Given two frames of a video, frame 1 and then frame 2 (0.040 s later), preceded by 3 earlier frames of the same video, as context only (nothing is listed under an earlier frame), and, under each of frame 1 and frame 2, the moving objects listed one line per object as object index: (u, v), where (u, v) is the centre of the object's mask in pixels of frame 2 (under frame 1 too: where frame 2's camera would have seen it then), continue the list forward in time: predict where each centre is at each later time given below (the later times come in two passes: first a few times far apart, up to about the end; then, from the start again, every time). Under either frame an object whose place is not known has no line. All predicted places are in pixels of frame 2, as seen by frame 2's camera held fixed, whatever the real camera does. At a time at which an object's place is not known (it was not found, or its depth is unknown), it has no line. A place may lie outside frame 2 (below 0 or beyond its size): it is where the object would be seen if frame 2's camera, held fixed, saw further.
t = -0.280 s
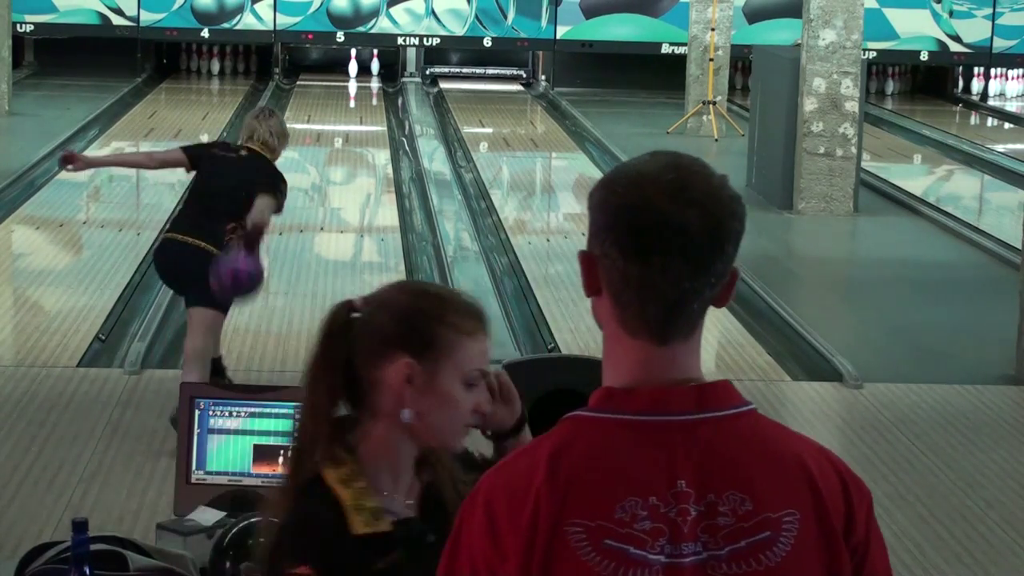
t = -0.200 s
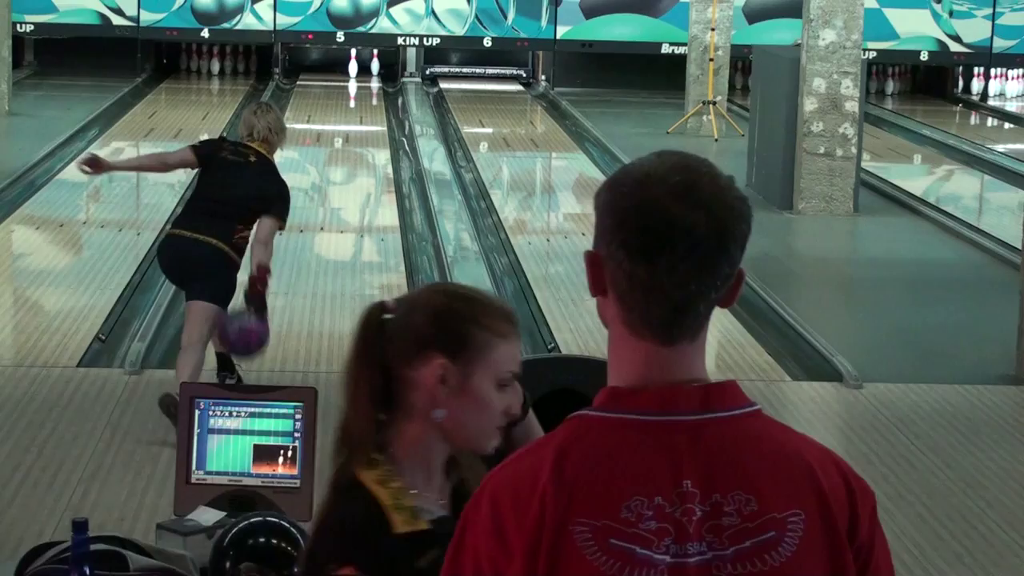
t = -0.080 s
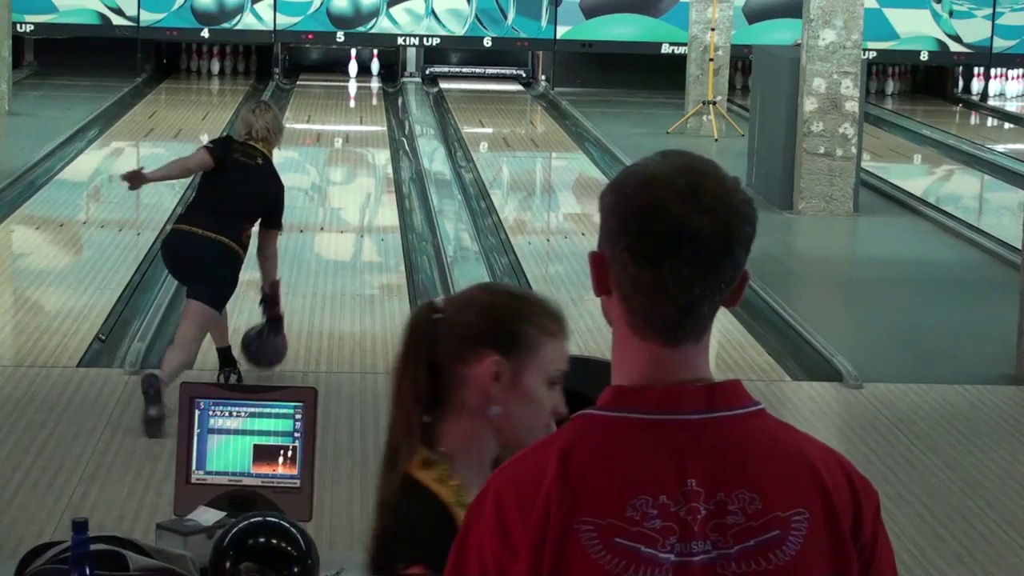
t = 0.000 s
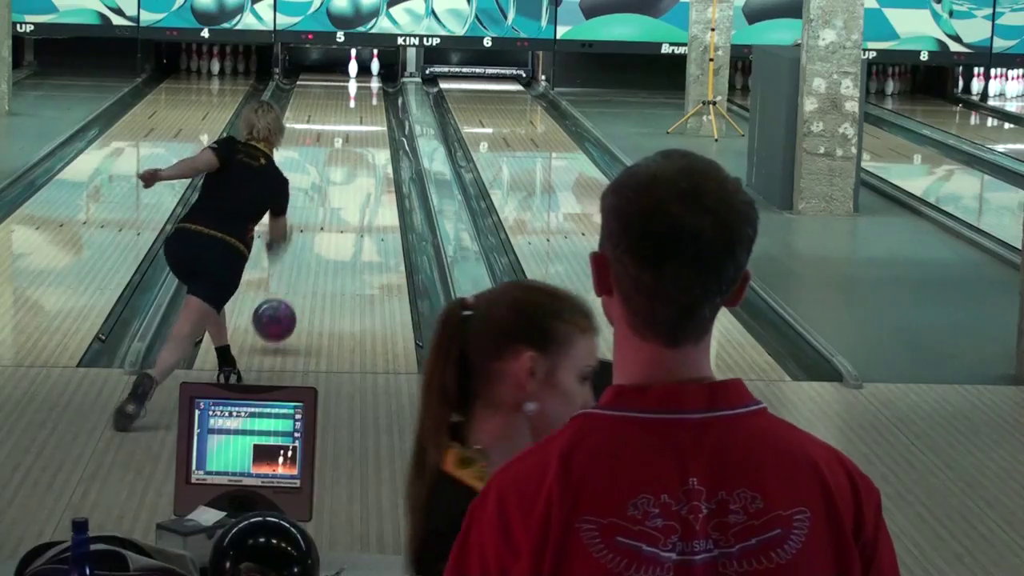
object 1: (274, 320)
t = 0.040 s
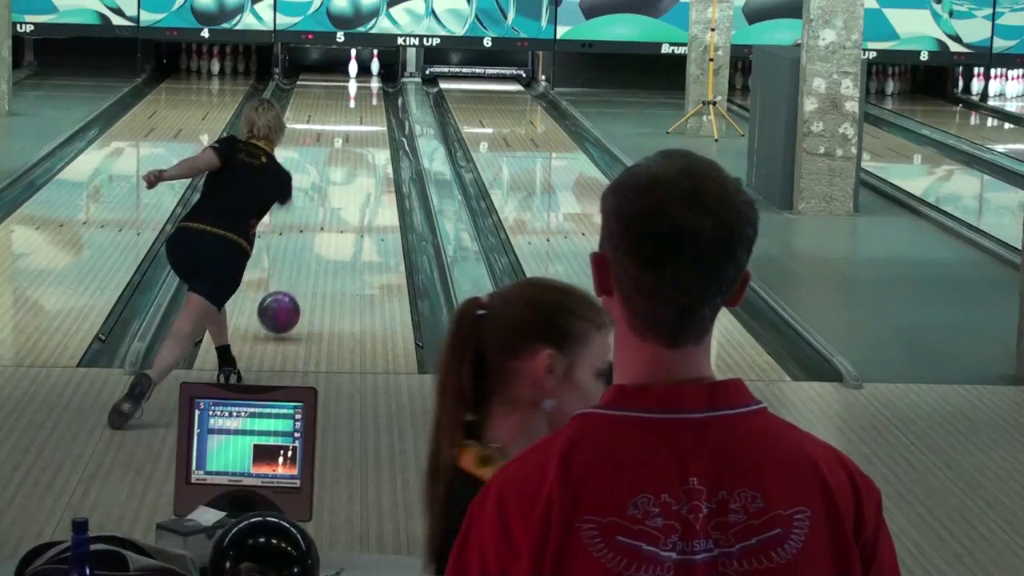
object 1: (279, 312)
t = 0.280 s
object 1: (301, 259)
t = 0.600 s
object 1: (322, 204)
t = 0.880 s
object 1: (335, 168)
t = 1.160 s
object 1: (345, 140)
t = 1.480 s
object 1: (353, 115)
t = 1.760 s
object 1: (358, 98)
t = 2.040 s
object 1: (359, 85)
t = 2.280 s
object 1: (360, 74)
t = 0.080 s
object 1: (283, 306)
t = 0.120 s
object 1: (287, 296)
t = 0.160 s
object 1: (290, 286)
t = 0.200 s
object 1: (294, 277)
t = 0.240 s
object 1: (298, 268)
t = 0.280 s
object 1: (301, 259)
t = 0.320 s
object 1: (304, 251)
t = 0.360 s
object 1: (307, 243)
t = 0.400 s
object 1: (310, 236)
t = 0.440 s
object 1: (312, 229)
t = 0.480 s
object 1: (315, 222)
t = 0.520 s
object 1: (317, 216)
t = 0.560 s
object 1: (320, 210)
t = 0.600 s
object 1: (322, 204)
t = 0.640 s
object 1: (324, 198)
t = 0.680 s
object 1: (326, 192)
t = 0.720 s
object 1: (328, 187)
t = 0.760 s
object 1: (330, 182)
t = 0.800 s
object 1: (332, 177)
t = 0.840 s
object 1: (333, 173)
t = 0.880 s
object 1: (335, 168)
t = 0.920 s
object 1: (337, 163)
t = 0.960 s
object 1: (338, 159)
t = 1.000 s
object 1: (340, 155)
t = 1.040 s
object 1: (341, 151)
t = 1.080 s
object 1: (343, 147)
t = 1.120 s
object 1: (344, 144)
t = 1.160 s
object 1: (345, 140)
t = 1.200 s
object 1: (346, 137)
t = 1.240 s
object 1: (347, 133)
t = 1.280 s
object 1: (348, 130)
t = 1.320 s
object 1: (349, 128)
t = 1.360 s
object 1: (351, 124)
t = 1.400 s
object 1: (351, 121)
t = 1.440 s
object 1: (352, 118)
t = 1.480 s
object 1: (353, 115)
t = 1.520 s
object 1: (354, 113)
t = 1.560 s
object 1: (355, 110)
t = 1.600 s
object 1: (355, 107)
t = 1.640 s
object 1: (356, 105)
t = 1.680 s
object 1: (357, 103)
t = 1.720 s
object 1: (357, 100)
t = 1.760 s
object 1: (358, 98)
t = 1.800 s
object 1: (358, 96)
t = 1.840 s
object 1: (358, 94)
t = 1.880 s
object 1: (359, 92)
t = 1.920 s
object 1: (359, 90)
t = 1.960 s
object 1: (359, 88)
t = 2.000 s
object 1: (359, 87)
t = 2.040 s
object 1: (359, 85)
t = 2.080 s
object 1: (359, 82)
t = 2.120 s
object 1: (359, 81)
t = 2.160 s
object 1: (359, 79)
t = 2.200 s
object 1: (359, 77)
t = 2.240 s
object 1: (360, 76)
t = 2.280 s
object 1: (360, 74)
